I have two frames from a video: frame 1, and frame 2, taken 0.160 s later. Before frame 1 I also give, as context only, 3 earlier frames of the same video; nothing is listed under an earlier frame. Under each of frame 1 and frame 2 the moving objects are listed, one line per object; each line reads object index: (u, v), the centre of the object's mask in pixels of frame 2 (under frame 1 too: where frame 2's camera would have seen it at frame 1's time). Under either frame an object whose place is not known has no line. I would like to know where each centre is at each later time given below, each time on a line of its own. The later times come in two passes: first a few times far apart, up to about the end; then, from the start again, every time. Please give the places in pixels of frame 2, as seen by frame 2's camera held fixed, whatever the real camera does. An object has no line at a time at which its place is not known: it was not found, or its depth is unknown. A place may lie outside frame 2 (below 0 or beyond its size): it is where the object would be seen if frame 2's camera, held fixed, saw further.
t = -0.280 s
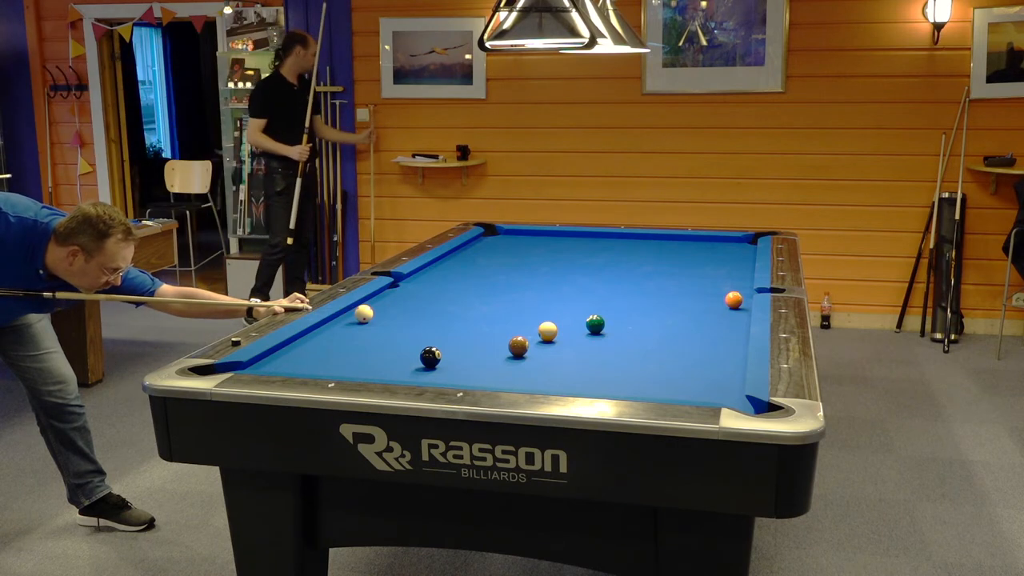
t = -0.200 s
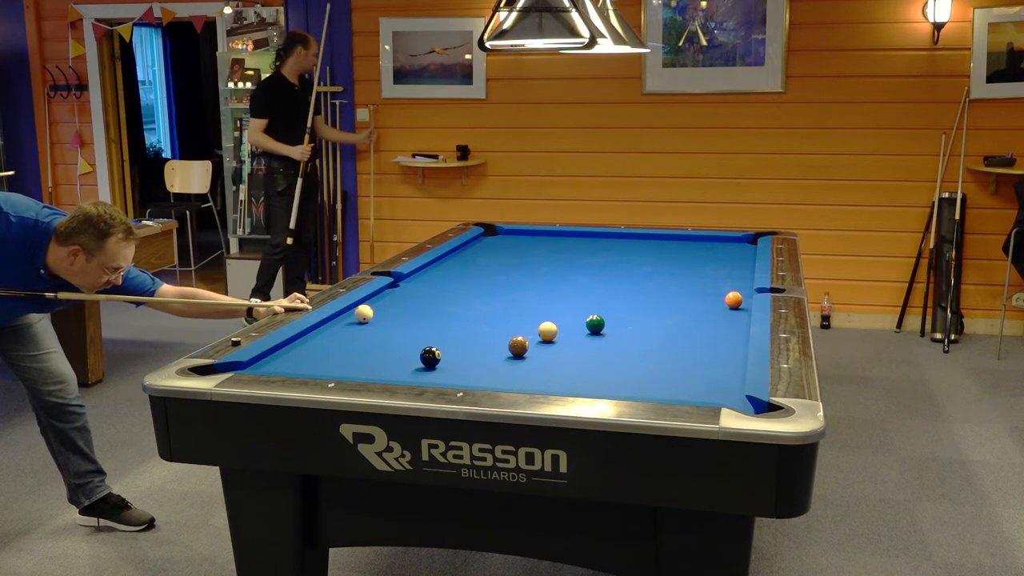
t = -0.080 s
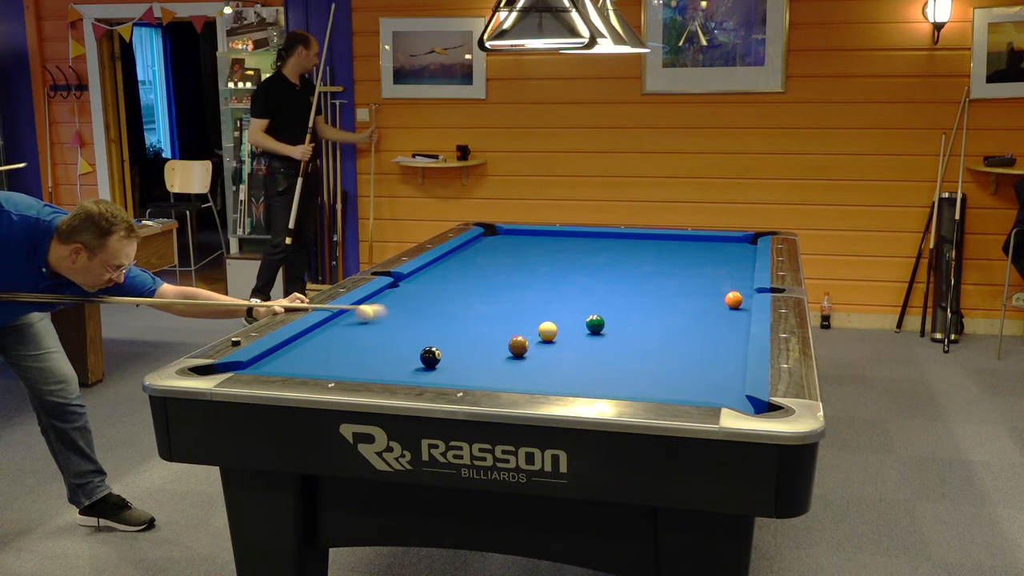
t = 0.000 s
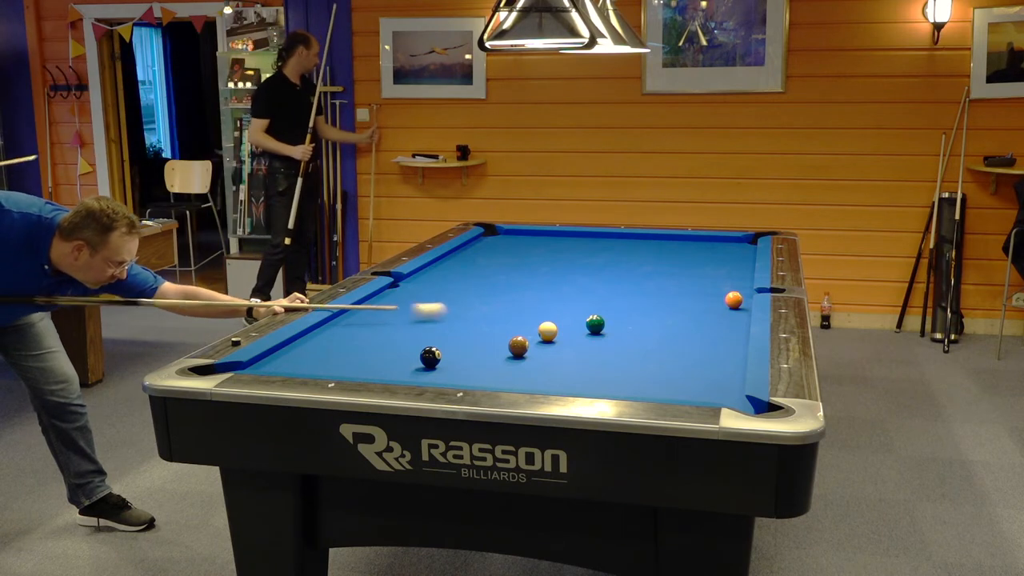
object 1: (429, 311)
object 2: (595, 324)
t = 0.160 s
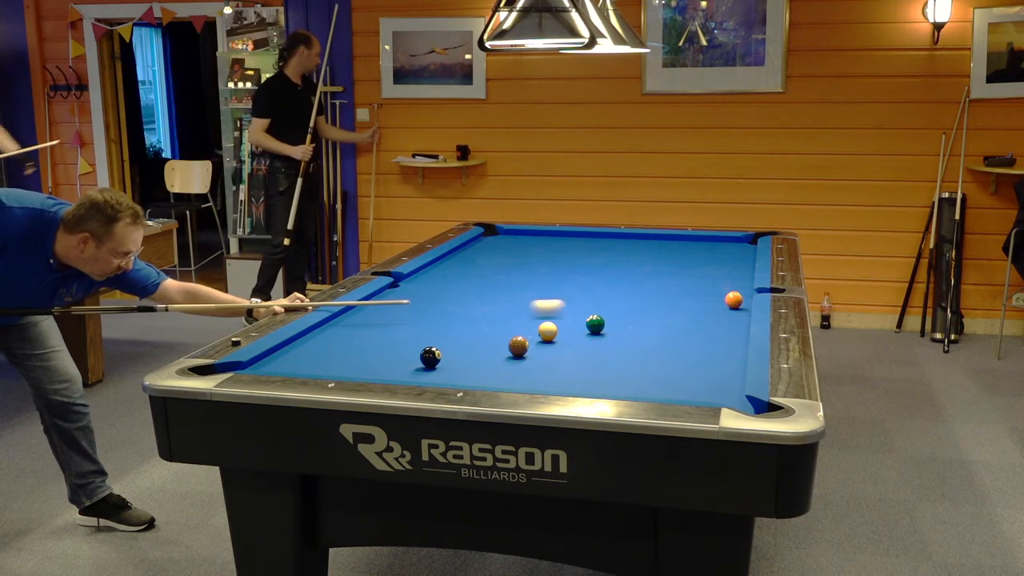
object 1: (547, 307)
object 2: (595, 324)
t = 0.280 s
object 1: (633, 305)
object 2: (595, 324)
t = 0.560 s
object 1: (704, 306)
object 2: (595, 324)
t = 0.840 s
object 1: (627, 306)
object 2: (595, 324)
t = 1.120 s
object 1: (555, 306)
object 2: (595, 324)
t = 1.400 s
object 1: (486, 306)
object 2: (595, 324)
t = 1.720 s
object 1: (411, 305)
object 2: (595, 324)
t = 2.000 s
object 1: (368, 305)
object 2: (595, 324)
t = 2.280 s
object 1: (399, 308)
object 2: (595, 324)
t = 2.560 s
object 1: (428, 310)
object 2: (595, 324)
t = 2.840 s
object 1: (456, 313)
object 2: (595, 324)
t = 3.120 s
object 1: (484, 315)
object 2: (595, 324)
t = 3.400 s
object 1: (510, 317)
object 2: (595, 324)
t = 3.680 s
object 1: (534, 319)
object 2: (595, 324)
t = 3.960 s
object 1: (559, 320)
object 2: (595, 324)
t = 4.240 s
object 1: (576, 324)
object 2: (598, 324)
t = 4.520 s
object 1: (580, 325)
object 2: (610, 325)
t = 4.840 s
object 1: (583, 326)
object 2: (622, 325)
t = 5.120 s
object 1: (585, 326)
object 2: (631, 325)
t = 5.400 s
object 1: (585, 326)
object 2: (637, 326)
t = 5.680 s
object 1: (584, 326)
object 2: (642, 326)
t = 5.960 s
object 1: (584, 326)
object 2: (645, 327)
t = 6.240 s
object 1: (584, 326)
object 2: (646, 327)
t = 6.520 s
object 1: (584, 326)
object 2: (645, 327)
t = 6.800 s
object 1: (584, 326)
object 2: (645, 327)
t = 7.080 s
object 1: (584, 326)
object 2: (645, 327)
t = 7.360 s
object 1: (584, 326)
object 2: (645, 327)
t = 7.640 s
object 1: (584, 326)
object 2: (645, 327)
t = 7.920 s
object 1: (584, 326)
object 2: (645, 327)
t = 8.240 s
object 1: (584, 326)
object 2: (645, 327)
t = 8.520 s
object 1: (584, 326)
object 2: (645, 327)
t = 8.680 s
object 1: (584, 325)
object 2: (645, 327)
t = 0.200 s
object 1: (576, 307)
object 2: (595, 324)
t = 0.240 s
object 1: (605, 306)
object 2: (595, 324)
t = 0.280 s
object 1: (633, 305)
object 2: (595, 324)
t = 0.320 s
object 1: (662, 305)
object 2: (595, 324)
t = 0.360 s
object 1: (690, 304)
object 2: (595, 324)
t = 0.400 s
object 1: (715, 303)
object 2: (595, 324)
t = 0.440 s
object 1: (739, 304)
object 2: (595, 324)
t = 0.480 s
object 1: (734, 305)
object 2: (595, 324)
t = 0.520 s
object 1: (719, 306)
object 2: (595, 324)
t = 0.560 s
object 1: (704, 306)
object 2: (595, 324)
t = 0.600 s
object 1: (691, 306)
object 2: (595, 324)
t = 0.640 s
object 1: (680, 306)
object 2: (595, 324)
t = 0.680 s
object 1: (669, 306)
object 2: (595, 324)
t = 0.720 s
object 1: (659, 306)
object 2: (595, 324)
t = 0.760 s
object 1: (648, 306)
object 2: (595, 324)
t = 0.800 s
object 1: (637, 306)
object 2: (595, 324)
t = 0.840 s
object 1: (627, 306)
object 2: (595, 324)
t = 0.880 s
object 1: (616, 306)
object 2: (595, 324)
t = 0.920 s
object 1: (606, 306)
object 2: (595, 324)
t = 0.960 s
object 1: (596, 306)
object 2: (595, 324)
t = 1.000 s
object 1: (586, 306)
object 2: (595, 324)
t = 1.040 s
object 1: (575, 306)
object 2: (595, 324)
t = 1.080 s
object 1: (565, 306)
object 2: (595, 324)
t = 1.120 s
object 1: (555, 306)
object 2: (595, 324)
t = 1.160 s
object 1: (545, 306)
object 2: (595, 324)
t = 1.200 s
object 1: (535, 306)
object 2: (595, 324)
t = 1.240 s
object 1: (525, 306)
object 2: (595, 324)
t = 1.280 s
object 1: (516, 306)
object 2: (595, 324)
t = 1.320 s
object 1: (506, 306)
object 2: (595, 324)
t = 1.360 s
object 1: (496, 305)
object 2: (595, 324)
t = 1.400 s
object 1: (486, 306)
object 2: (595, 324)
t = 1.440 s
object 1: (476, 305)
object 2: (595, 324)
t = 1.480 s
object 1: (467, 305)
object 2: (595, 324)
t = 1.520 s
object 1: (457, 305)
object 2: (595, 324)
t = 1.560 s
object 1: (448, 305)
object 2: (595, 324)
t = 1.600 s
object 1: (438, 305)
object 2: (595, 324)
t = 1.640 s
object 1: (429, 305)
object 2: (595, 324)
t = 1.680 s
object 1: (420, 305)
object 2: (595, 324)
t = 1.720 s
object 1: (411, 305)
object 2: (595, 324)
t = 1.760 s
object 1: (401, 305)
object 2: (595, 324)
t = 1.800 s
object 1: (392, 305)
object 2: (595, 324)
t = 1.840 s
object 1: (383, 305)
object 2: (595, 324)
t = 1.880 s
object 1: (374, 305)
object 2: (595, 324)
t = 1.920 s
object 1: (365, 304)
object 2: (595, 324)
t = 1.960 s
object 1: (362, 305)
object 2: (595, 324)
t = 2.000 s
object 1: (368, 305)
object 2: (595, 324)
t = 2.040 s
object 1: (372, 306)
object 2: (595, 324)
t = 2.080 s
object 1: (376, 306)
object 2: (595, 324)
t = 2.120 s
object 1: (381, 307)
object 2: (595, 324)
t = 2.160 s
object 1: (385, 307)
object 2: (595, 324)
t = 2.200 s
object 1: (390, 307)
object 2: (595, 324)
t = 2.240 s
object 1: (394, 307)
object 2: (595, 324)
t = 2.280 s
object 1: (399, 308)
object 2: (595, 324)
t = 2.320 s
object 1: (403, 308)
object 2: (595, 324)
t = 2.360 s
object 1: (407, 308)
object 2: (595, 324)
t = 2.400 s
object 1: (411, 309)
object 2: (595, 324)
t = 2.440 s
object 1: (416, 309)
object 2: (595, 324)
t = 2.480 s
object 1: (419, 310)
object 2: (595, 324)
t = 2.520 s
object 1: (424, 310)
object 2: (595, 324)
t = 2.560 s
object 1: (428, 310)
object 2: (595, 324)
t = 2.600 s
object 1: (432, 311)
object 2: (595, 324)
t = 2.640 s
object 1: (436, 311)
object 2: (595, 324)
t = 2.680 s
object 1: (440, 311)
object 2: (595, 324)
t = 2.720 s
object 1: (444, 312)
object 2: (595, 324)
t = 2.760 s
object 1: (448, 312)
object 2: (595, 324)
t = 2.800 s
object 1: (452, 312)
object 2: (595, 324)
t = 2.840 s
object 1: (456, 313)
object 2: (595, 324)
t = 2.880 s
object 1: (460, 313)
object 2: (595, 324)
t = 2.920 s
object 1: (464, 313)
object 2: (595, 324)
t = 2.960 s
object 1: (468, 314)
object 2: (595, 324)
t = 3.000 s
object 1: (472, 314)
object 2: (595, 324)
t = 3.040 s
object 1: (476, 314)
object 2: (595, 324)
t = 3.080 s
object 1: (480, 315)
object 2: (595, 324)
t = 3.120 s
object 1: (484, 315)
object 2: (595, 324)
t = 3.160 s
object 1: (488, 315)
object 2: (595, 324)
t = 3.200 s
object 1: (491, 316)
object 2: (595, 324)
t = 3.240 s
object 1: (495, 316)
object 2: (595, 324)
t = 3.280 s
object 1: (499, 316)
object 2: (595, 324)
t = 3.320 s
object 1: (503, 317)
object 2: (595, 324)
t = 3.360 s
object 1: (506, 317)
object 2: (595, 324)
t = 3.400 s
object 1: (510, 317)
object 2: (595, 324)
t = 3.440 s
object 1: (514, 317)
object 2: (595, 324)
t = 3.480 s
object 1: (517, 318)
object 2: (595, 324)
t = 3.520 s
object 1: (521, 318)
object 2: (595, 324)
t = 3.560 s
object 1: (524, 319)
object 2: (595, 324)
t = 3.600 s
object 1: (527, 319)
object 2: (595, 324)
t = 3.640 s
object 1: (531, 319)
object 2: (595, 324)
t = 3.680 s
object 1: (534, 319)
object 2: (595, 324)
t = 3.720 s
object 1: (537, 318)
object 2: (595, 324)
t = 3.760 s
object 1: (540, 318)
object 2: (595, 324)
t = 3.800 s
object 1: (544, 317)
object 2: (595, 324)
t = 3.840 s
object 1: (547, 317)
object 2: (595, 324)
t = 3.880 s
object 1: (552, 317)
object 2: (595, 324)
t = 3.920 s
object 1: (556, 319)
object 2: (595, 324)
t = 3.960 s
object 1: (559, 320)
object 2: (595, 324)
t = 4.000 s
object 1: (561, 321)
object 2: (595, 324)
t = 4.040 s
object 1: (564, 322)
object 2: (595, 324)
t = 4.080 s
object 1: (567, 322)
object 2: (595, 324)
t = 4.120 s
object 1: (570, 323)
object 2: (595, 324)
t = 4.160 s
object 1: (573, 323)
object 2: (595, 324)
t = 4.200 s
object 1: (576, 323)
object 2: (595, 324)
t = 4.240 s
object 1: (576, 324)
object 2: (598, 324)
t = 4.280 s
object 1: (577, 324)
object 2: (599, 324)
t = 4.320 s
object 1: (577, 324)
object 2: (601, 324)
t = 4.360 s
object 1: (578, 324)
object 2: (603, 324)
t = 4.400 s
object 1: (579, 324)
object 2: (605, 324)
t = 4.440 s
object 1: (579, 324)
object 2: (607, 324)
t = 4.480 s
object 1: (580, 324)
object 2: (608, 324)
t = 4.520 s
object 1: (580, 325)
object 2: (610, 325)
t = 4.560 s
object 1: (581, 325)
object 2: (612, 325)
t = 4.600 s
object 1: (581, 325)
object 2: (613, 325)
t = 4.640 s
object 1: (582, 325)
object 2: (615, 325)
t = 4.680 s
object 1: (582, 325)
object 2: (616, 325)
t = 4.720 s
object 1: (582, 325)
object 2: (618, 325)
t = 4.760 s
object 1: (583, 325)
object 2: (619, 325)
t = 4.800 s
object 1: (583, 326)
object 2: (621, 325)
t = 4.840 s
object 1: (583, 326)
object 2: (622, 325)
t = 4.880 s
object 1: (583, 326)
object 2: (623, 325)
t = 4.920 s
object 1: (584, 326)
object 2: (625, 325)
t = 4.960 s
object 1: (584, 326)
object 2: (626, 325)
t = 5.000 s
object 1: (584, 326)
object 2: (627, 325)
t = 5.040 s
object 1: (585, 326)
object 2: (628, 325)
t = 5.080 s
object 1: (585, 326)
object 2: (629, 325)
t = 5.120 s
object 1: (585, 326)
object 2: (631, 325)
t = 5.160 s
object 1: (585, 326)
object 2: (632, 326)
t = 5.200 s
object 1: (585, 326)
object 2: (633, 326)
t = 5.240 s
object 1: (585, 326)
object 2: (634, 326)
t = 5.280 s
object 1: (585, 326)
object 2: (635, 326)
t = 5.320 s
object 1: (585, 326)
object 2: (636, 326)
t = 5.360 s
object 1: (585, 326)
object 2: (636, 326)
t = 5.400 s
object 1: (585, 326)
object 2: (637, 326)
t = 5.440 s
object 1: (585, 326)
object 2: (638, 326)
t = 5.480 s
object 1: (585, 326)
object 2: (639, 326)
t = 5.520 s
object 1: (585, 326)
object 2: (640, 326)
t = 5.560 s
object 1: (584, 326)
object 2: (640, 326)
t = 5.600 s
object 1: (584, 326)
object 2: (641, 326)
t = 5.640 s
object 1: (584, 326)
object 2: (641, 326)
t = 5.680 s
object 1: (584, 326)
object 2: (642, 326)
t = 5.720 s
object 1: (584, 326)
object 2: (642, 326)
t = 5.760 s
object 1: (584, 326)
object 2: (643, 327)
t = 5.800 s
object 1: (584, 326)
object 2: (643, 326)
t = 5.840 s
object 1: (584, 326)
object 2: (644, 327)
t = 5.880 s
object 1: (584, 326)
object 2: (644, 327)
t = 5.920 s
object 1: (584, 326)
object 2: (644, 327)
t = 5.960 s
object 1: (584, 326)
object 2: (645, 327)
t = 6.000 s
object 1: (584, 326)
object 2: (645, 327)
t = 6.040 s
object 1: (584, 326)
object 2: (645, 327)
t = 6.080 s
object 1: (584, 326)
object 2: (645, 327)
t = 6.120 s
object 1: (584, 326)
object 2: (645, 327)
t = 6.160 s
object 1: (584, 326)
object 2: (645, 327)
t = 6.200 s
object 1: (584, 326)
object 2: (645, 327)
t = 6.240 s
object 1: (584, 326)
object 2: (646, 327)
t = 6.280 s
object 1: (584, 326)
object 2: (646, 327)
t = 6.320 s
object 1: (584, 326)
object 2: (645, 327)
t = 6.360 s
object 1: (584, 326)
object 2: (645, 327)
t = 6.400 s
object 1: (584, 326)
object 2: (645, 327)
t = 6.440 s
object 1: (584, 326)
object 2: (645, 327)
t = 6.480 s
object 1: (584, 326)
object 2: (645, 327)
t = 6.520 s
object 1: (584, 326)
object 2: (645, 327)
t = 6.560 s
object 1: (584, 326)
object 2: (645, 327)
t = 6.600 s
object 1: (584, 326)
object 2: (645, 327)
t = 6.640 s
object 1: (584, 326)
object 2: (645, 327)
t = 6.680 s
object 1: (584, 326)
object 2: (645, 327)
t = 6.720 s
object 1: (584, 326)
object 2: (645, 327)
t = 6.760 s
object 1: (584, 326)
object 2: (645, 327)
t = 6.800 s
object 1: (584, 326)
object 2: (645, 327)
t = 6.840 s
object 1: (584, 326)
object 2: (645, 327)
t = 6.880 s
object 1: (584, 326)
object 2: (645, 327)
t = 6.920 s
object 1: (584, 326)
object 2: (645, 327)
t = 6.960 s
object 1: (584, 326)
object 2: (645, 327)
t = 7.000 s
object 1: (584, 326)
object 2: (645, 327)
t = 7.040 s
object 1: (584, 326)
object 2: (645, 327)
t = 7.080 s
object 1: (584, 326)
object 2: (645, 327)
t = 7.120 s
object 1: (584, 326)
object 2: (645, 327)
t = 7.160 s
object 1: (584, 326)
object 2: (645, 327)
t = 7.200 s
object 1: (584, 326)
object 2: (645, 327)
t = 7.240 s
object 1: (584, 326)
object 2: (645, 327)
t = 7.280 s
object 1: (584, 326)
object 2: (645, 327)
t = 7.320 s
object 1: (584, 326)
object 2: (645, 327)
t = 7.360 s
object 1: (584, 326)
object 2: (645, 327)
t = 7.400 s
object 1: (584, 326)
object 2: (645, 327)
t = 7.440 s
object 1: (584, 326)
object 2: (645, 327)
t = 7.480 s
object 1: (584, 326)
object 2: (645, 327)
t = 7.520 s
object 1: (584, 326)
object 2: (645, 327)
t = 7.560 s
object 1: (584, 326)
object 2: (645, 327)
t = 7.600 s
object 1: (584, 326)
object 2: (645, 327)
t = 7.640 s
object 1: (584, 326)
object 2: (645, 327)
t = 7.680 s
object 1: (584, 326)
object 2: (645, 327)
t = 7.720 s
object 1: (584, 326)
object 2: (645, 327)
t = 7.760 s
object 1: (584, 326)
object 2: (645, 327)
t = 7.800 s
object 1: (584, 326)
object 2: (645, 327)
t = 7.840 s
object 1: (584, 326)
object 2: (645, 327)
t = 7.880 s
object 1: (584, 326)
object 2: (645, 327)
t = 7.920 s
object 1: (584, 326)
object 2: (645, 327)
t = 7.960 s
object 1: (584, 326)
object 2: (645, 327)
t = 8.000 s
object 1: (584, 326)
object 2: (645, 327)
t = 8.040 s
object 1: (584, 326)
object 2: (645, 327)
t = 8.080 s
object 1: (584, 326)
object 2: (645, 327)
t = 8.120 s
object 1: (584, 325)
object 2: (645, 327)
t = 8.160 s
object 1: (584, 326)
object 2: (645, 327)
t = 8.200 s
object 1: (584, 326)
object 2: (645, 327)
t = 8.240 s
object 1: (584, 326)
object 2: (645, 327)
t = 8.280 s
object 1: (584, 326)
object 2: (645, 327)
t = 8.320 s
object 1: (584, 325)
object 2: (645, 327)
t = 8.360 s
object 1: (584, 325)
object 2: (645, 327)
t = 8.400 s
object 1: (584, 326)
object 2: (645, 327)
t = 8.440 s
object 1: (584, 326)
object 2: (645, 327)
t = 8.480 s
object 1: (584, 326)
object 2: (645, 327)
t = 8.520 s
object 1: (584, 326)
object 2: (645, 327)
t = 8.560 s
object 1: (584, 325)
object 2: (645, 327)
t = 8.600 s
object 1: (584, 326)
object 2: (645, 327)
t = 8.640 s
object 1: (584, 325)
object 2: (645, 327)
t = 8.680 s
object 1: (584, 325)
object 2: (645, 327)
